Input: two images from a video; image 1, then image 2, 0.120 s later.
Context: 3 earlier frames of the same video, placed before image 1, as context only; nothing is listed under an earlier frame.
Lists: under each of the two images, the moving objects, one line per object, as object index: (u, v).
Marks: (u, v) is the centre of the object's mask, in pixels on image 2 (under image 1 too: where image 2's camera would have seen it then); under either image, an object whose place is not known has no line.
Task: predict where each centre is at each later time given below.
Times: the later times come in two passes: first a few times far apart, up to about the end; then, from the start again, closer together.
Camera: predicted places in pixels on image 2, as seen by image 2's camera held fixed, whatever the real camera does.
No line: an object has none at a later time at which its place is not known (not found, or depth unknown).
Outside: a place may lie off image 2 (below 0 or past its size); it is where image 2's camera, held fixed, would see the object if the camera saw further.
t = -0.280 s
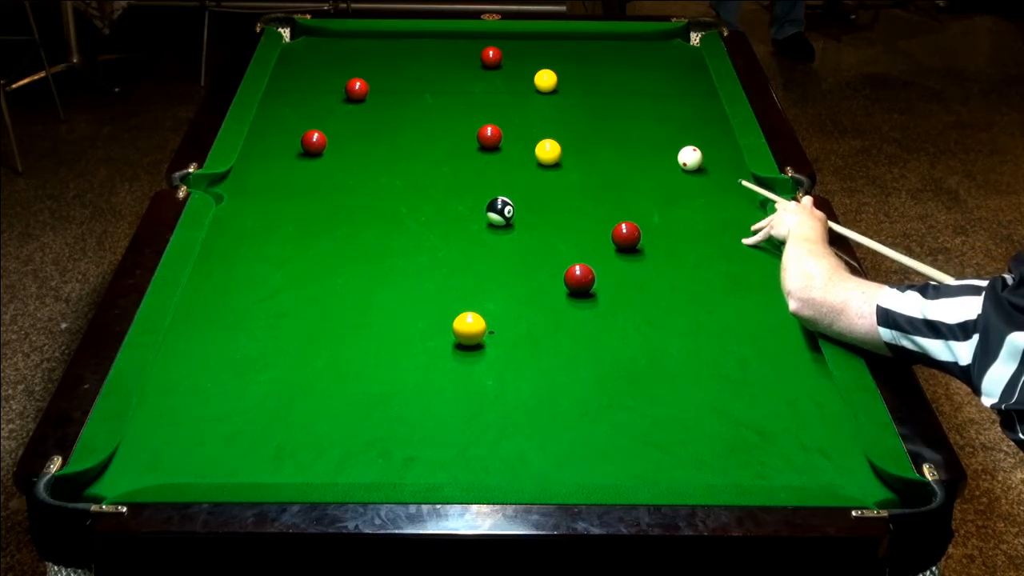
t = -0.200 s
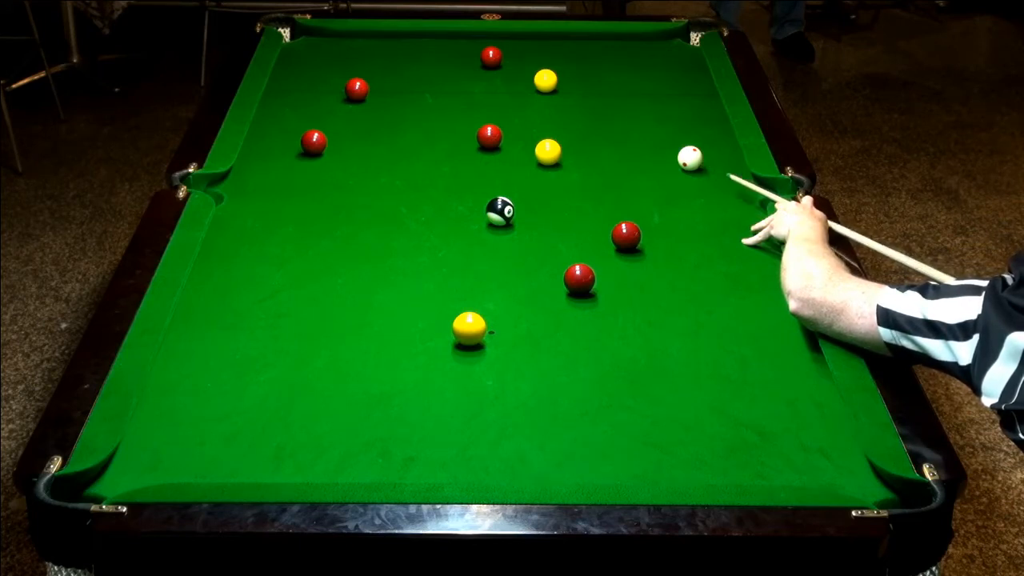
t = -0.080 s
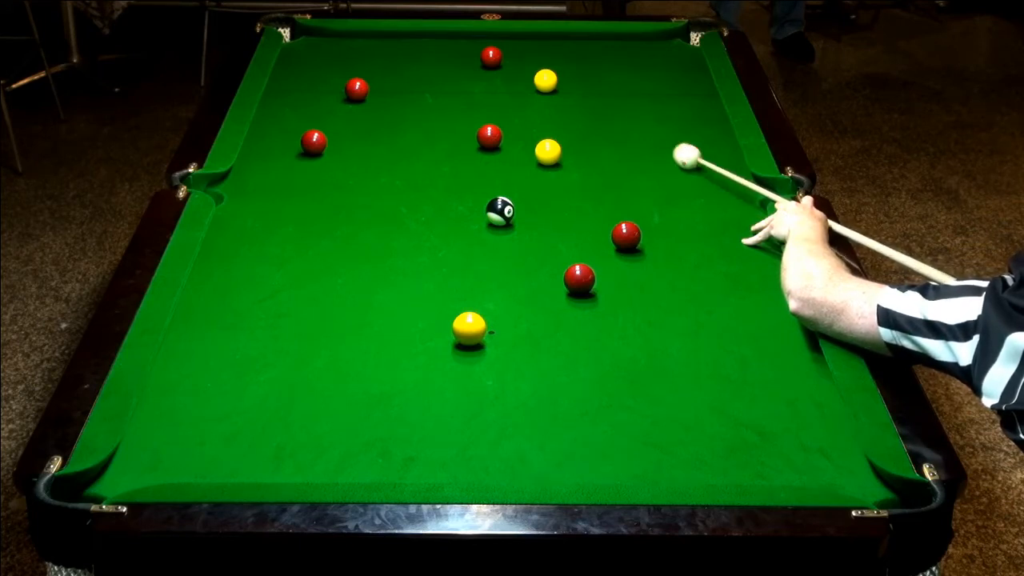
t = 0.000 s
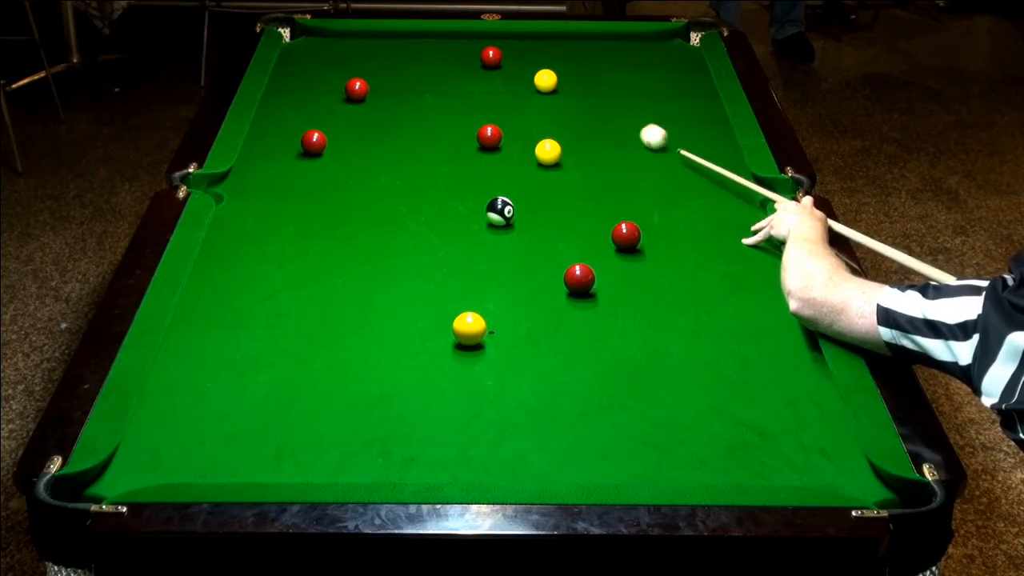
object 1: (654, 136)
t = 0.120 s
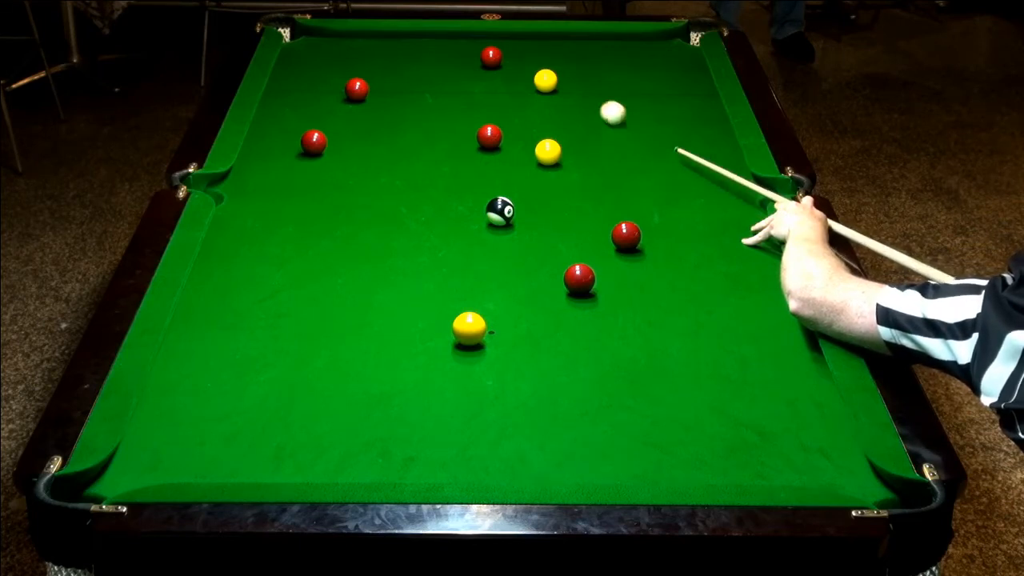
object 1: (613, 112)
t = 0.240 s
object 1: (567, 85)
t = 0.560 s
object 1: (591, 58)
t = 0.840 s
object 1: (605, 36)
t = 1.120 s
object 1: (624, 46)
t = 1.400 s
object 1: (643, 58)
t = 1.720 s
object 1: (664, 72)
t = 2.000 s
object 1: (681, 83)
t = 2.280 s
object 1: (697, 94)
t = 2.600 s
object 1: (710, 104)
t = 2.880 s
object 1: (708, 112)
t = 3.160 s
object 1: (706, 119)
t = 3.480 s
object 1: (704, 125)
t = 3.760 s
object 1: (703, 129)
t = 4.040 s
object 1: (703, 133)
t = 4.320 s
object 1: (704, 135)
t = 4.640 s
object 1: (704, 137)
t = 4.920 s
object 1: (704, 137)
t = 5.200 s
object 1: (704, 136)
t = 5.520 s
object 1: (704, 136)
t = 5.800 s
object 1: (704, 136)
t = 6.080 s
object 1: (704, 136)
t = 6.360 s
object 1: (704, 136)
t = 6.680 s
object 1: (704, 136)
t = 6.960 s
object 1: (704, 136)
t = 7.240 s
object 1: (704, 137)
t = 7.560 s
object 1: (704, 136)
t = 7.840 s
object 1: (704, 136)
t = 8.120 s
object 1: (704, 137)
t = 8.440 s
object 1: (704, 137)
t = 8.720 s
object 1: (704, 137)
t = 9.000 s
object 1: (704, 137)
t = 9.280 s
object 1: (704, 136)
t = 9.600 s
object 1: (704, 136)
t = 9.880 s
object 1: (704, 136)
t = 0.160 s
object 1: (600, 105)
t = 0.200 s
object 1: (577, 91)
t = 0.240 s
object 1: (567, 85)
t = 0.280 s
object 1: (571, 82)
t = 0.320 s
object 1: (576, 78)
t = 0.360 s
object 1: (579, 75)
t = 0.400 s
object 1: (582, 71)
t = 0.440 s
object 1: (584, 68)
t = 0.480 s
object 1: (587, 64)
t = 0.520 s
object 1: (589, 61)
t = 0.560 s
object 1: (591, 58)
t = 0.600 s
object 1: (593, 54)
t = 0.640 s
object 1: (595, 51)
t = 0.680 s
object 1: (597, 48)
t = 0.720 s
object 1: (600, 45)
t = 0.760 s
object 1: (601, 42)
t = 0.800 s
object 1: (603, 39)
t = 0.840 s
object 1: (605, 36)
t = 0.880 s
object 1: (608, 35)
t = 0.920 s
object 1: (610, 37)
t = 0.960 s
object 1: (613, 39)
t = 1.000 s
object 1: (616, 41)
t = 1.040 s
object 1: (619, 43)
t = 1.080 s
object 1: (622, 44)
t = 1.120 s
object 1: (624, 46)
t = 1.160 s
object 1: (627, 48)
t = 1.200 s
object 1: (630, 50)
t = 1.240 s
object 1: (632, 51)
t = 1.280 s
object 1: (635, 53)
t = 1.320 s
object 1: (638, 55)
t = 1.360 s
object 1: (640, 57)
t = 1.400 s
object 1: (643, 58)
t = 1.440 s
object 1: (646, 60)
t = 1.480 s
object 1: (648, 62)
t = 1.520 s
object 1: (651, 63)
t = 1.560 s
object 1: (653, 65)
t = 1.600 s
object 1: (656, 67)
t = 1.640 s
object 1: (659, 68)
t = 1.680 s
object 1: (661, 70)
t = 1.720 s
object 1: (664, 72)
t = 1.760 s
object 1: (666, 73)
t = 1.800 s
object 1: (668, 75)
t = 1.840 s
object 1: (671, 76)
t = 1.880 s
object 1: (673, 78)
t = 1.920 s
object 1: (676, 80)
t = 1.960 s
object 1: (678, 81)
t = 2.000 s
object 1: (681, 83)
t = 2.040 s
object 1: (683, 84)
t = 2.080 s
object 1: (685, 86)
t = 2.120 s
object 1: (688, 87)
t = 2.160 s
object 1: (690, 89)
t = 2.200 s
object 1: (692, 91)
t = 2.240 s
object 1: (694, 92)
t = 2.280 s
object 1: (697, 94)
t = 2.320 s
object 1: (699, 95)
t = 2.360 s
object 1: (701, 97)
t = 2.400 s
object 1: (703, 98)
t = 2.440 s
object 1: (706, 99)
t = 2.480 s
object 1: (708, 101)
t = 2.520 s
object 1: (710, 102)
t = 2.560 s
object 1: (711, 103)
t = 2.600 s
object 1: (710, 104)
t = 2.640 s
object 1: (710, 106)
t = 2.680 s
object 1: (709, 107)
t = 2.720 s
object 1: (709, 108)
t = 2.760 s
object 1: (709, 109)
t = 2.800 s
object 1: (708, 110)
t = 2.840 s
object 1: (708, 111)
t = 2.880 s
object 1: (708, 112)
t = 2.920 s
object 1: (707, 113)
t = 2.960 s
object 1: (707, 114)
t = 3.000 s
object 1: (707, 115)
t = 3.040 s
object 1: (707, 116)
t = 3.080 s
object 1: (706, 117)
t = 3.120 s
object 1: (706, 118)
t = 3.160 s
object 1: (706, 119)
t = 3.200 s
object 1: (706, 120)
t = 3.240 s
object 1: (705, 120)
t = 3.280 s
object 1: (705, 121)
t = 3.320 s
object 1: (705, 122)
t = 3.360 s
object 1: (705, 123)
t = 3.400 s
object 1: (705, 123)
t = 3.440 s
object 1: (704, 124)
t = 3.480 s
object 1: (704, 125)
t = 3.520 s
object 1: (704, 126)
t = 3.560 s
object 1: (704, 126)
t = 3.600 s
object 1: (704, 127)
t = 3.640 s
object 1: (704, 128)
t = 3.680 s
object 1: (704, 128)
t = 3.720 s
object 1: (704, 129)
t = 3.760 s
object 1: (703, 129)
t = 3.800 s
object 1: (703, 130)
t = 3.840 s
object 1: (703, 130)
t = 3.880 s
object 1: (703, 131)
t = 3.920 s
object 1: (703, 132)
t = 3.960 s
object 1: (703, 132)
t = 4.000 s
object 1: (703, 133)
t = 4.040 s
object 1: (703, 133)
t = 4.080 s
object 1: (703, 133)
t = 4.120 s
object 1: (704, 134)
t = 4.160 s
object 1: (704, 134)
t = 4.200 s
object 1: (704, 134)
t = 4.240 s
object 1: (704, 135)
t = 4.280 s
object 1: (704, 135)
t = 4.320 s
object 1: (704, 135)
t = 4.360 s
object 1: (704, 136)
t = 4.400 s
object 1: (704, 136)
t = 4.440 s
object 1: (704, 136)
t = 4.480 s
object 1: (704, 136)
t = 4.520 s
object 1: (704, 136)
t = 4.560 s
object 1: (704, 136)
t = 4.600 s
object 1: (704, 137)
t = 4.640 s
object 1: (704, 137)
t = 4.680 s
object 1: (704, 137)
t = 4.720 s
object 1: (704, 137)
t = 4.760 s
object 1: (704, 137)
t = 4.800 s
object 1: (704, 137)
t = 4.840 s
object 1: (704, 137)
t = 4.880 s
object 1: (704, 137)
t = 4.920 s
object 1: (704, 137)
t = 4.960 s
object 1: (704, 137)
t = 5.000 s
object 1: (704, 137)
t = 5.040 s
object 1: (704, 137)
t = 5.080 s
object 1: (704, 136)
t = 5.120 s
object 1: (704, 136)
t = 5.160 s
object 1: (704, 136)
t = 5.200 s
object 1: (704, 136)
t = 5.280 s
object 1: (704, 136)
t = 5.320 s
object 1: (704, 136)
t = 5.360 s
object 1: (704, 136)
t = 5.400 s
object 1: (704, 136)
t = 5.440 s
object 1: (704, 137)
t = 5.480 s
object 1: (704, 136)
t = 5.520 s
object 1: (704, 136)
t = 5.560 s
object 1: (704, 136)
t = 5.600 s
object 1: (704, 136)
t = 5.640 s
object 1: (704, 136)
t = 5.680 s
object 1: (704, 136)
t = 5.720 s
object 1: (704, 136)
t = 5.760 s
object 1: (704, 136)
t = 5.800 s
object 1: (704, 136)
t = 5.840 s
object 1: (704, 136)
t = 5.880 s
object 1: (704, 136)
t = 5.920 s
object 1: (704, 136)
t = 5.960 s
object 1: (704, 136)
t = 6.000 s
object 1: (704, 136)
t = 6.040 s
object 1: (704, 136)
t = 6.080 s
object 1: (704, 136)
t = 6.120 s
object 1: (704, 136)
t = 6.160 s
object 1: (704, 136)
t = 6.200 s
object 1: (704, 136)
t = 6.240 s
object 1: (704, 136)
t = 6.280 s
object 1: (704, 136)
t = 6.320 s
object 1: (704, 136)
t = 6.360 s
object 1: (704, 136)
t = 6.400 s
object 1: (704, 136)
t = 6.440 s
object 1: (704, 136)
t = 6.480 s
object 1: (704, 136)
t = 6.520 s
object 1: (704, 136)
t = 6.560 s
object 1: (704, 136)
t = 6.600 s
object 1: (704, 136)
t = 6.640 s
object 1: (704, 136)
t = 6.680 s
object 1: (704, 136)
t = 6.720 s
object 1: (704, 136)
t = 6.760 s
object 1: (704, 136)
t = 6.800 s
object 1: (704, 136)
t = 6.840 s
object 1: (704, 136)
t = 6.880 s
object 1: (704, 136)
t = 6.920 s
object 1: (704, 136)
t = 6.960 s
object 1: (704, 136)
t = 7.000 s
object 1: (704, 136)
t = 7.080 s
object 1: (704, 136)
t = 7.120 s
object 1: (704, 136)
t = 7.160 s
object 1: (704, 137)
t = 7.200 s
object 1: (704, 137)
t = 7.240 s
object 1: (704, 137)
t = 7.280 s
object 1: (704, 137)
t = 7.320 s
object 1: (704, 137)
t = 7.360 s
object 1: (704, 137)
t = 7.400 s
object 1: (704, 137)
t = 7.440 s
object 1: (704, 137)
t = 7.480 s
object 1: (704, 137)
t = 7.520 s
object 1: (704, 137)
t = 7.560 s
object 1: (704, 136)
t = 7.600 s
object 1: (704, 137)
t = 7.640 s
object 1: (704, 136)
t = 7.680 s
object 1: (704, 137)
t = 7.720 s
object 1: (704, 136)
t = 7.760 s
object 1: (704, 136)
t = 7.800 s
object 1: (704, 136)
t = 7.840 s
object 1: (704, 136)
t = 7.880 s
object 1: (704, 136)
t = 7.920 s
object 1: (704, 137)
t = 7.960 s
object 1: (704, 136)
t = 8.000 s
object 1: (704, 137)
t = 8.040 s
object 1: (704, 136)
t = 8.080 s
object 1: (704, 137)
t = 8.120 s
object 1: (704, 137)
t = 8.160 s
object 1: (704, 137)
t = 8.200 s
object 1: (704, 137)
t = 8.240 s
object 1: (704, 136)
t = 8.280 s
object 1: (704, 137)
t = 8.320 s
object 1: (704, 137)
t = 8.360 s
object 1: (704, 137)
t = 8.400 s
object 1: (704, 137)
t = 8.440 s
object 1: (704, 137)
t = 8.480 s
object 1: (704, 137)
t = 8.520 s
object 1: (704, 137)
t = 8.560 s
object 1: (704, 137)
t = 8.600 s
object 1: (704, 137)
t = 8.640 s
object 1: (704, 137)
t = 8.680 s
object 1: (704, 137)
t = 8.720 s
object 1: (704, 137)
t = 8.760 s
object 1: (704, 137)
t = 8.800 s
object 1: (704, 136)
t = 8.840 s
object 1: (704, 136)
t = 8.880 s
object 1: (704, 137)
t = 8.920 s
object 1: (704, 137)
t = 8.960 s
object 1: (704, 137)
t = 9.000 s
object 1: (704, 137)
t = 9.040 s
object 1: (704, 137)
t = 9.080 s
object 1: (704, 137)
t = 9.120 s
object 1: (704, 137)
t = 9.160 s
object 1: (704, 136)
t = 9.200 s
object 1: (704, 136)
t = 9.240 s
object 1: (704, 137)
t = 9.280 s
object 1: (704, 136)
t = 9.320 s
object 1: (704, 137)
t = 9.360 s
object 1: (704, 137)
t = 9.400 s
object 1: (704, 137)
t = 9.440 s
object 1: (704, 136)
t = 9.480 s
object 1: (704, 136)
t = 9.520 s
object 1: (704, 136)
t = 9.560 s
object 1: (704, 136)
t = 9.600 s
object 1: (704, 136)
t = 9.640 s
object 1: (704, 136)
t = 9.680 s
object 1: (704, 136)
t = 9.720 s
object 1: (704, 136)
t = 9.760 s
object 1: (704, 136)
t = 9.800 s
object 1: (704, 136)
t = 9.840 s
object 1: (704, 136)
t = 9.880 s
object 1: (704, 136)
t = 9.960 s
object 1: (704, 136)
